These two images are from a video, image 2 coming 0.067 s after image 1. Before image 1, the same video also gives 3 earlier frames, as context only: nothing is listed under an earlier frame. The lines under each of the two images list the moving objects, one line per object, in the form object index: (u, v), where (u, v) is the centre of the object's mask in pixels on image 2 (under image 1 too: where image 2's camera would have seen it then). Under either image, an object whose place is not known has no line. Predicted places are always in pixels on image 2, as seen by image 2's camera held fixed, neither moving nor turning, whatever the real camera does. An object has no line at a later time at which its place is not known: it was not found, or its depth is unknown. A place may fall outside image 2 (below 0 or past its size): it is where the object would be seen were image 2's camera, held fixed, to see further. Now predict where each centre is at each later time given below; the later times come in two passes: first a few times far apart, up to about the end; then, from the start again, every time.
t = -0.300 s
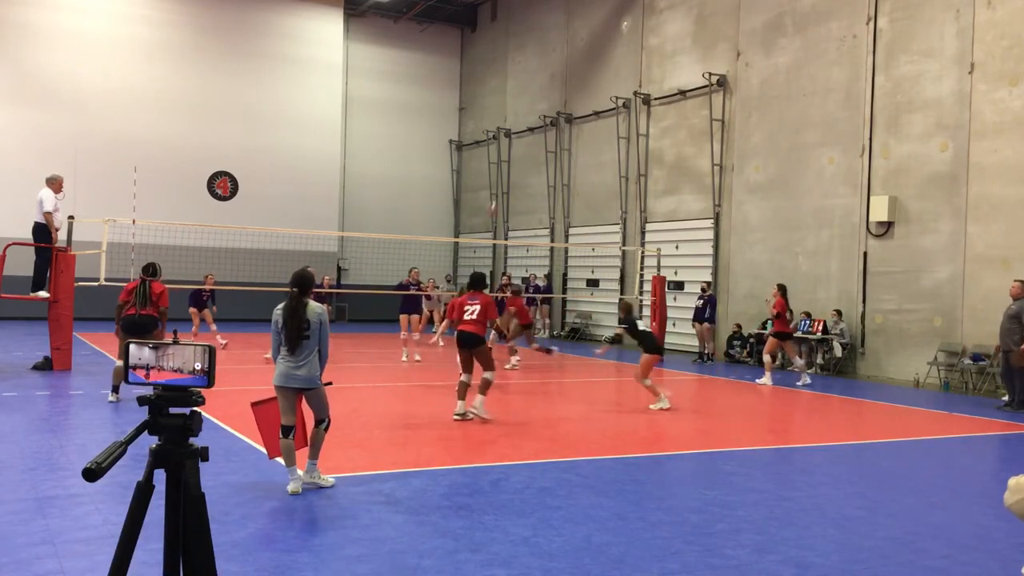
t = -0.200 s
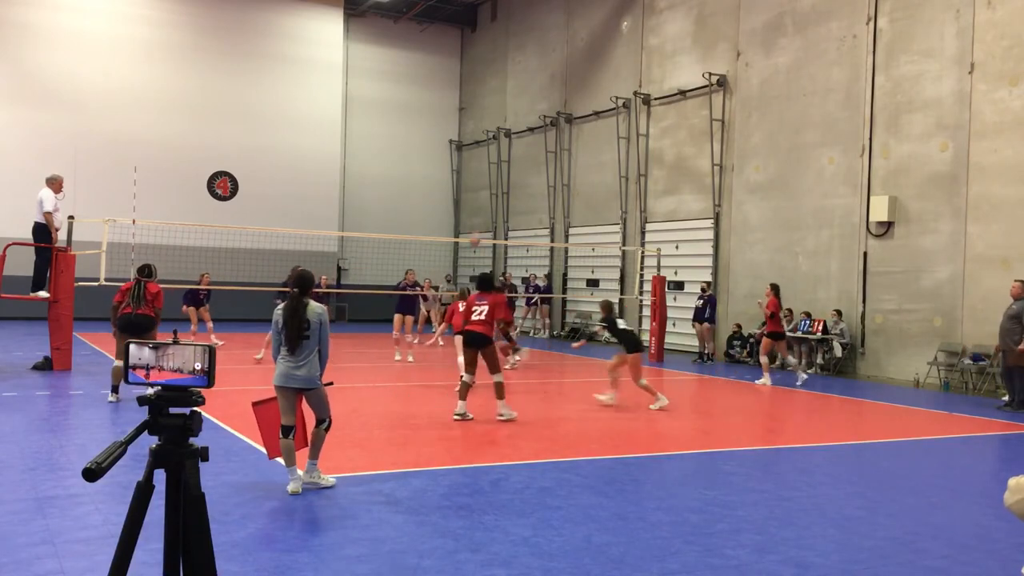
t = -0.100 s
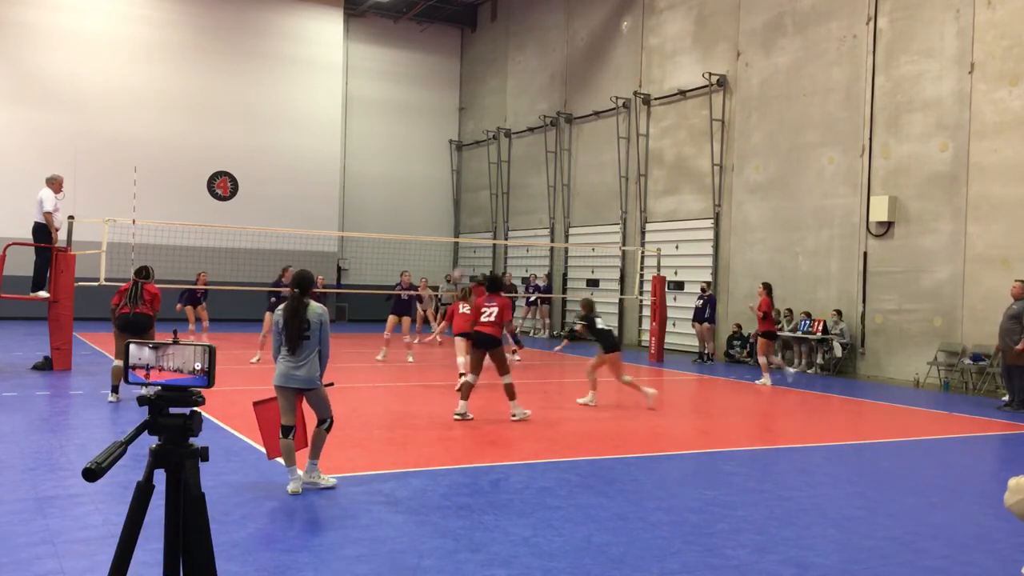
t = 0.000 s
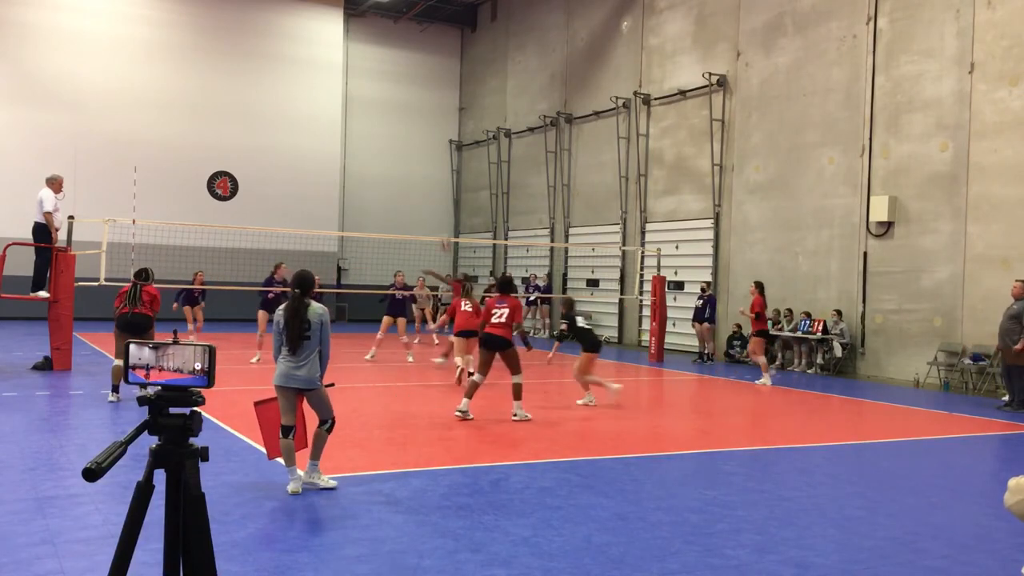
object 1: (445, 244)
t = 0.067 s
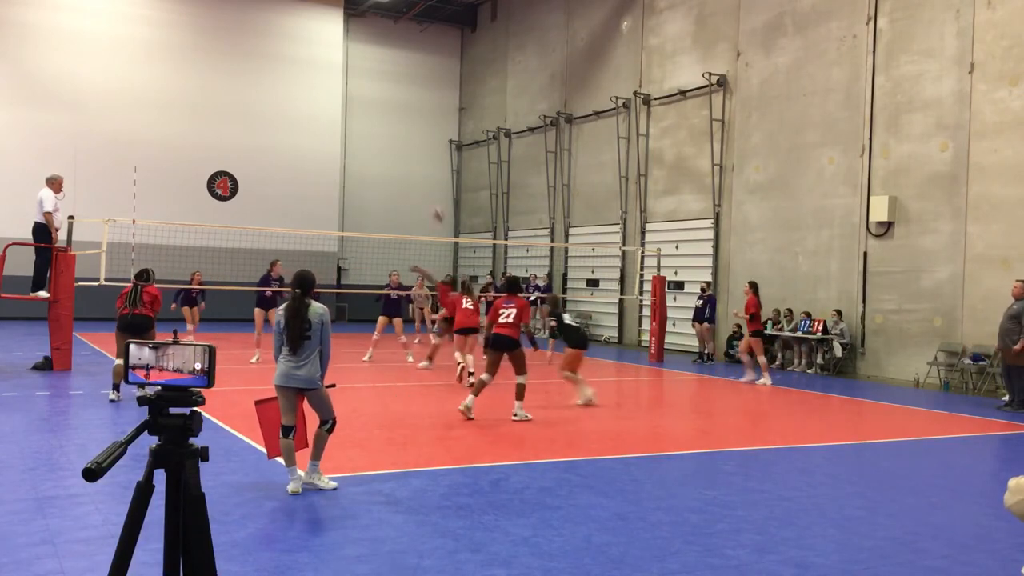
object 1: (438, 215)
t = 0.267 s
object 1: (413, 140)
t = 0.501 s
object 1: (384, 82)
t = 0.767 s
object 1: (346, 53)
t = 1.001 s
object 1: (311, 67)
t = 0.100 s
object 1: (434, 201)
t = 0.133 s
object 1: (429, 189)
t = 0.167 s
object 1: (426, 176)
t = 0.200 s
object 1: (422, 164)
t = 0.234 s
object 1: (417, 153)
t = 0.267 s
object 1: (413, 140)
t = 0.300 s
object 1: (409, 130)
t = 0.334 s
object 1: (405, 121)
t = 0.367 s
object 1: (401, 112)
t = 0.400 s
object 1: (397, 104)
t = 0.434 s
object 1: (393, 96)
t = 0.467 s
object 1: (388, 89)
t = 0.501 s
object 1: (384, 82)
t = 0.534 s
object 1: (379, 75)
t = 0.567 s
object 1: (375, 70)
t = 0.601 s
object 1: (370, 66)
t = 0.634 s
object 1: (365, 62)
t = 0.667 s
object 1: (360, 58)
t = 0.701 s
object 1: (356, 56)
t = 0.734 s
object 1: (351, 54)
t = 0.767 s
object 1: (346, 53)
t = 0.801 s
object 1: (341, 53)
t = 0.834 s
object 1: (337, 53)
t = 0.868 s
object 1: (332, 54)
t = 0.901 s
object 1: (326, 56)
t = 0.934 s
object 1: (321, 59)
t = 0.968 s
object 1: (316, 62)
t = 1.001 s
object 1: (311, 67)
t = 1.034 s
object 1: (306, 72)
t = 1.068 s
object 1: (300, 78)
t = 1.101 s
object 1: (295, 85)
